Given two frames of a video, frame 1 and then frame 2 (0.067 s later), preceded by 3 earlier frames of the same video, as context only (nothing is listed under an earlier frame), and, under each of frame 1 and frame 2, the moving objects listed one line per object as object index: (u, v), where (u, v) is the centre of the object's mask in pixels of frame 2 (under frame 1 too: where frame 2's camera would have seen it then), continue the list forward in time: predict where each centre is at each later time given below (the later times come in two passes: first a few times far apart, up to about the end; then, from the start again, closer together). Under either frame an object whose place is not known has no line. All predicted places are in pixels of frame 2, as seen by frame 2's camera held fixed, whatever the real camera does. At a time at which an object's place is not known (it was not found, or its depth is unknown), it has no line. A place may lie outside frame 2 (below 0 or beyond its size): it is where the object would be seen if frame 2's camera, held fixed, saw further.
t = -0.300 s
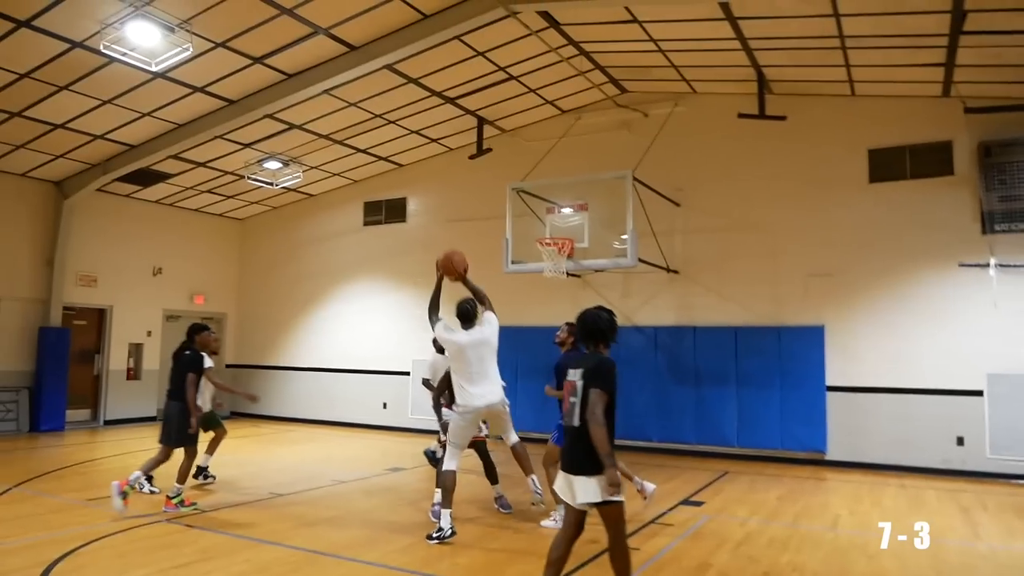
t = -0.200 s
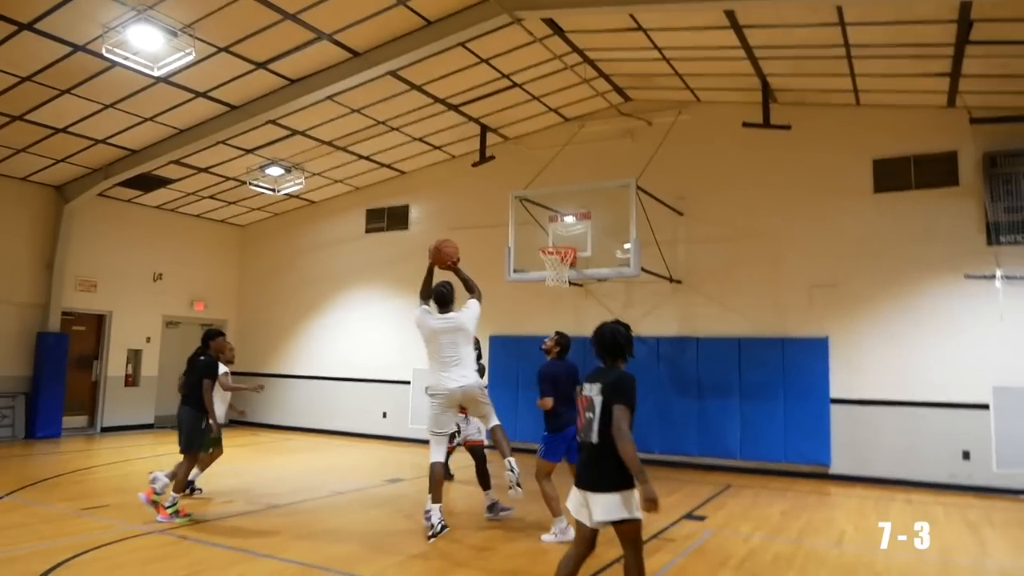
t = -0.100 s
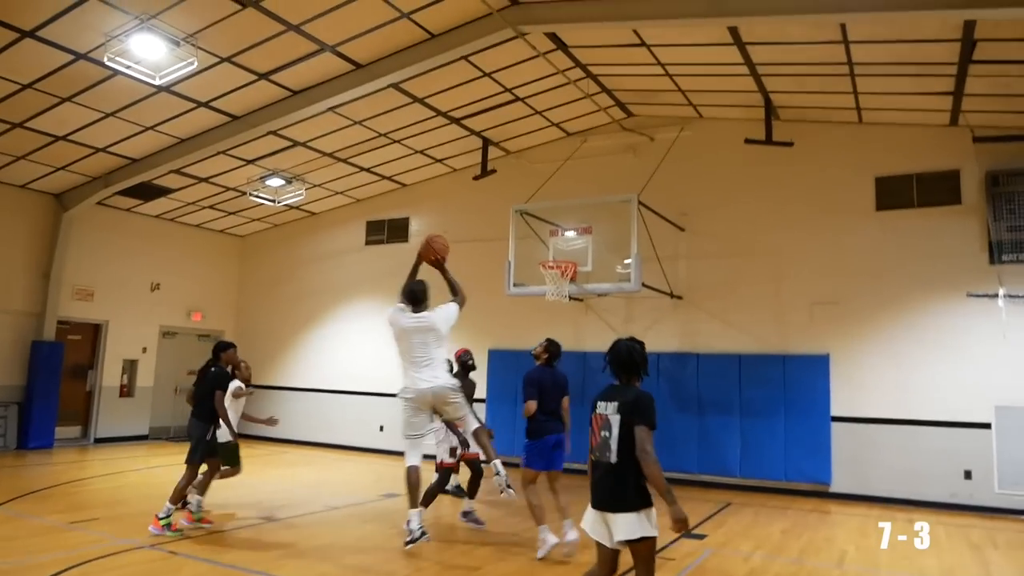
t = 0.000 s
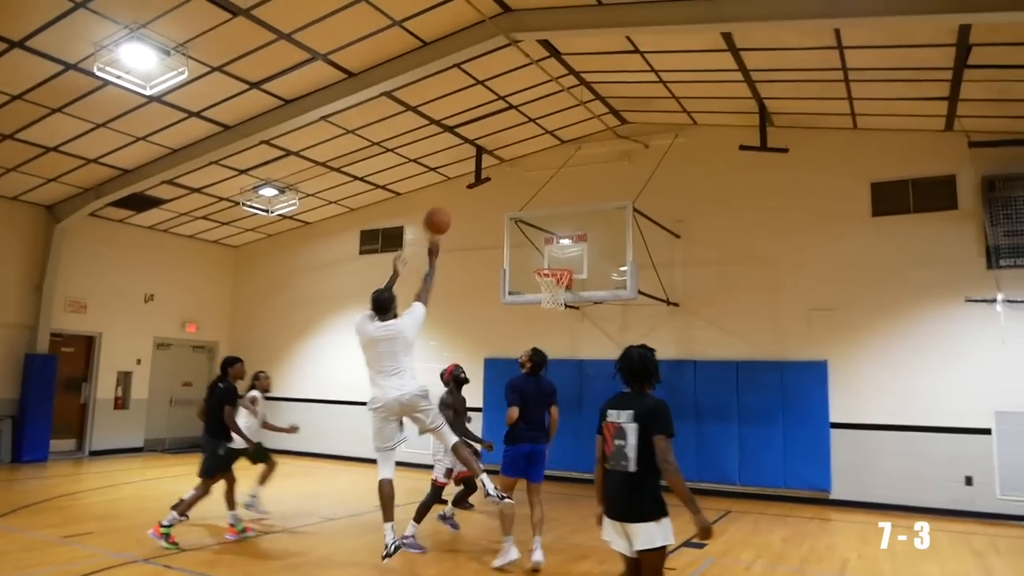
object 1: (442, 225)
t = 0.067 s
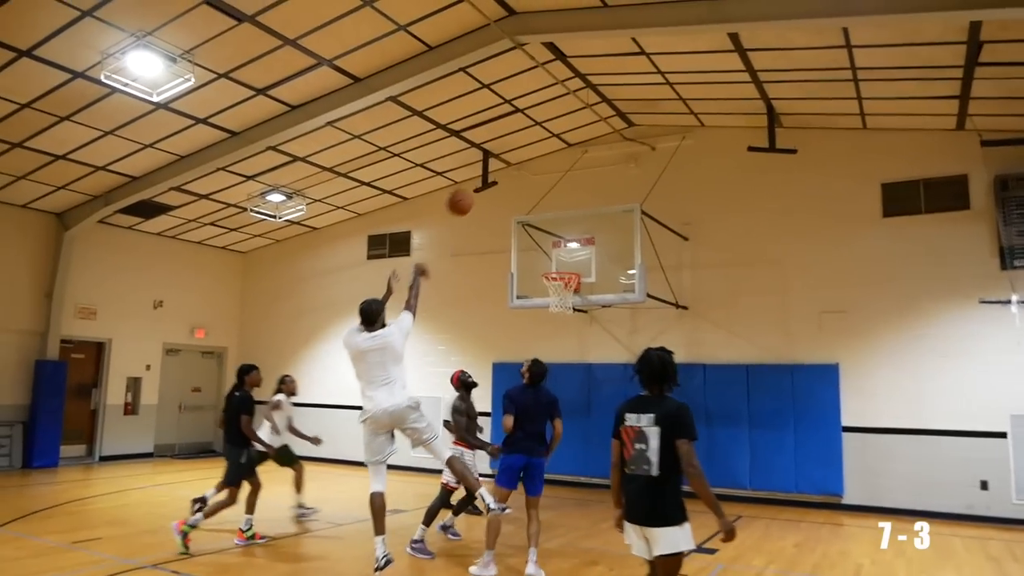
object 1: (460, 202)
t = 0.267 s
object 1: (497, 167)
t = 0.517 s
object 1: (533, 180)
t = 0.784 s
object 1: (565, 247)
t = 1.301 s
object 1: (456, 275)
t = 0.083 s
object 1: (463, 197)
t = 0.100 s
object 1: (467, 193)
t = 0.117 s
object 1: (470, 189)
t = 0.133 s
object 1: (473, 185)
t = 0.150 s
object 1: (476, 182)
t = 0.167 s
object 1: (479, 178)
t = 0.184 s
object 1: (483, 176)
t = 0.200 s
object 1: (486, 174)
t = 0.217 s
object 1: (489, 172)
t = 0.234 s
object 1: (492, 170)
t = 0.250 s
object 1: (494, 169)
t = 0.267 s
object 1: (497, 167)
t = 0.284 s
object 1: (501, 166)
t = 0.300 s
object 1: (503, 166)
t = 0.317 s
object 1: (505, 165)
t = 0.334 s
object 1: (508, 165)
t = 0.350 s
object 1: (511, 165)
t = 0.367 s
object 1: (513, 166)
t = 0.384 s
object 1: (516, 167)
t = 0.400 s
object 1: (518, 168)
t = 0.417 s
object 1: (520, 169)
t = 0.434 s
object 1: (523, 171)
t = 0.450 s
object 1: (525, 172)
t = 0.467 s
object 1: (526, 173)
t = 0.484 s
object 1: (528, 176)
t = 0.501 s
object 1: (531, 178)
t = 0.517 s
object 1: (533, 180)
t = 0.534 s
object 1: (535, 183)
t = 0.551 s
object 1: (537, 187)
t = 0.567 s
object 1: (539, 190)
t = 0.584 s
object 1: (541, 193)
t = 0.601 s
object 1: (543, 197)
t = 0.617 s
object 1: (546, 200)
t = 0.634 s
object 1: (548, 204)
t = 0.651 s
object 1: (550, 209)
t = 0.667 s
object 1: (552, 213)
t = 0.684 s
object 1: (554, 218)
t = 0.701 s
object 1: (556, 222)
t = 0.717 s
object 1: (557, 227)
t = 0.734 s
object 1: (559, 231)
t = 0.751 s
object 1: (561, 237)
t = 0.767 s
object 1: (563, 242)
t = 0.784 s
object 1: (565, 247)
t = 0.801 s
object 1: (567, 253)
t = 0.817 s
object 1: (568, 258)
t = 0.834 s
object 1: (570, 263)
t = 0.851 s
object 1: (569, 264)
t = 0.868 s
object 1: (565, 262)
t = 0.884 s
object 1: (560, 261)
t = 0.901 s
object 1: (556, 259)
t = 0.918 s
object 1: (551, 258)
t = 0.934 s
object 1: (547, 256)
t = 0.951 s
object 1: (543, 255)
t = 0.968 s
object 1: (538, 254)
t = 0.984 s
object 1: (534, 253)
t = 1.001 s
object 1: (530, 252)
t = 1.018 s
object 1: (526, 252)
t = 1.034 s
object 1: (522, 252)
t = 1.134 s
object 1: (496, 254)
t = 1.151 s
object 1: (492, 255)
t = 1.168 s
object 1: (488, 257)
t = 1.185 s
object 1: (484, 258)
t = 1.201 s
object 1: (480, 260)
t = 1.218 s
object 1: (476, 262)
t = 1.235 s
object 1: (472, 265)
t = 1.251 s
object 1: (468, 267)
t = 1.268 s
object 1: (464, 270)
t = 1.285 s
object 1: (460, 272)
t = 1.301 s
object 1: (456, 275)
